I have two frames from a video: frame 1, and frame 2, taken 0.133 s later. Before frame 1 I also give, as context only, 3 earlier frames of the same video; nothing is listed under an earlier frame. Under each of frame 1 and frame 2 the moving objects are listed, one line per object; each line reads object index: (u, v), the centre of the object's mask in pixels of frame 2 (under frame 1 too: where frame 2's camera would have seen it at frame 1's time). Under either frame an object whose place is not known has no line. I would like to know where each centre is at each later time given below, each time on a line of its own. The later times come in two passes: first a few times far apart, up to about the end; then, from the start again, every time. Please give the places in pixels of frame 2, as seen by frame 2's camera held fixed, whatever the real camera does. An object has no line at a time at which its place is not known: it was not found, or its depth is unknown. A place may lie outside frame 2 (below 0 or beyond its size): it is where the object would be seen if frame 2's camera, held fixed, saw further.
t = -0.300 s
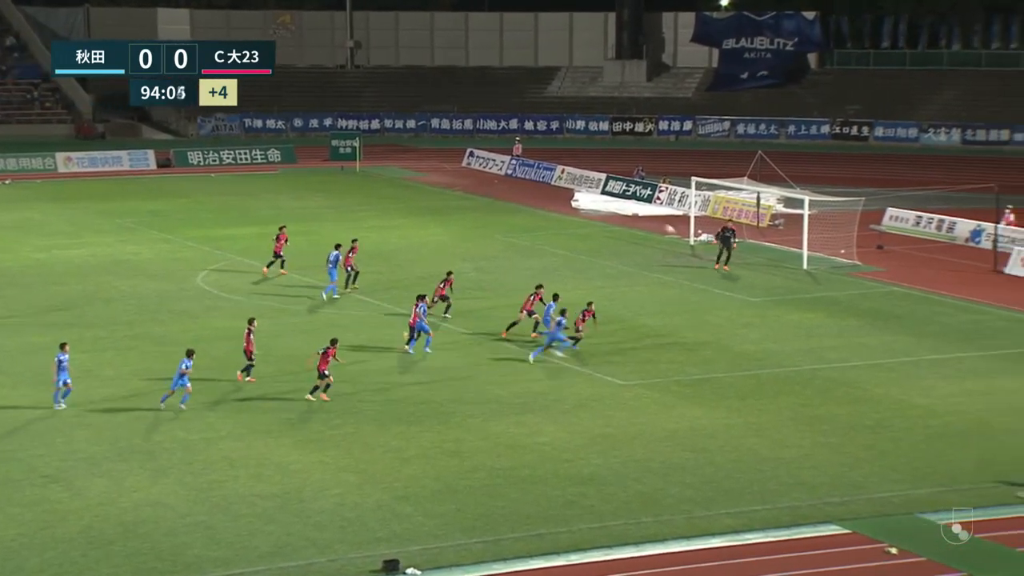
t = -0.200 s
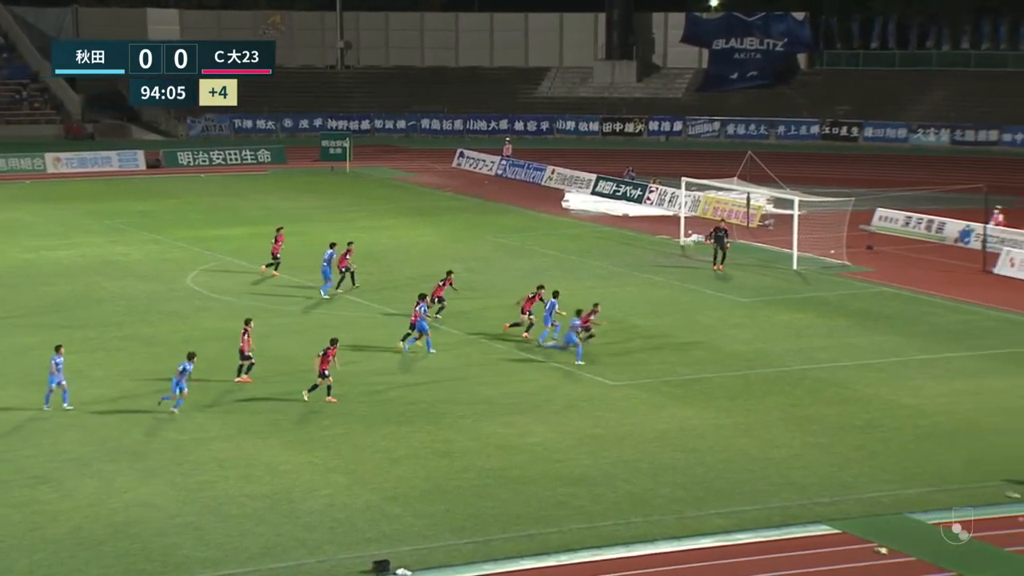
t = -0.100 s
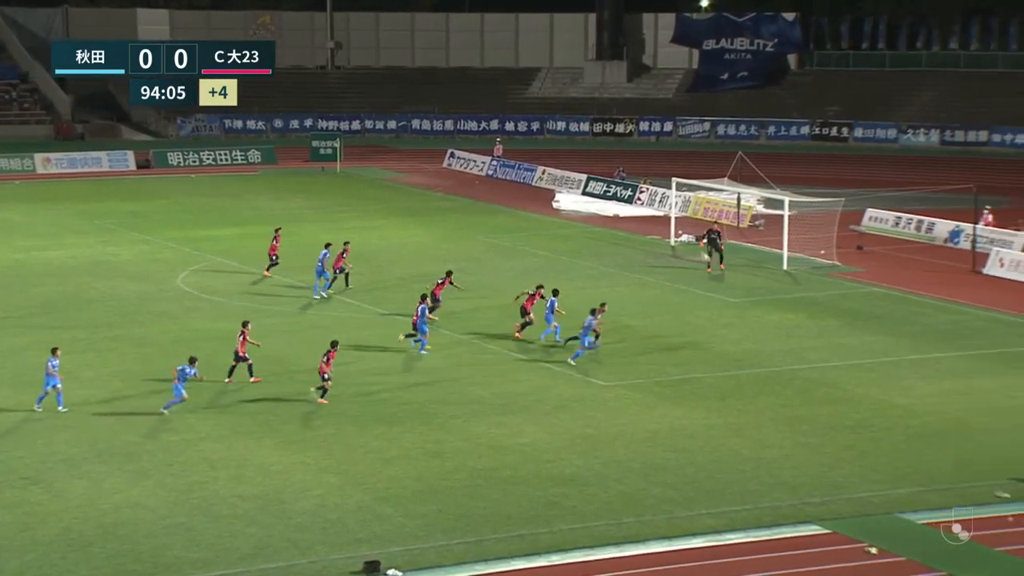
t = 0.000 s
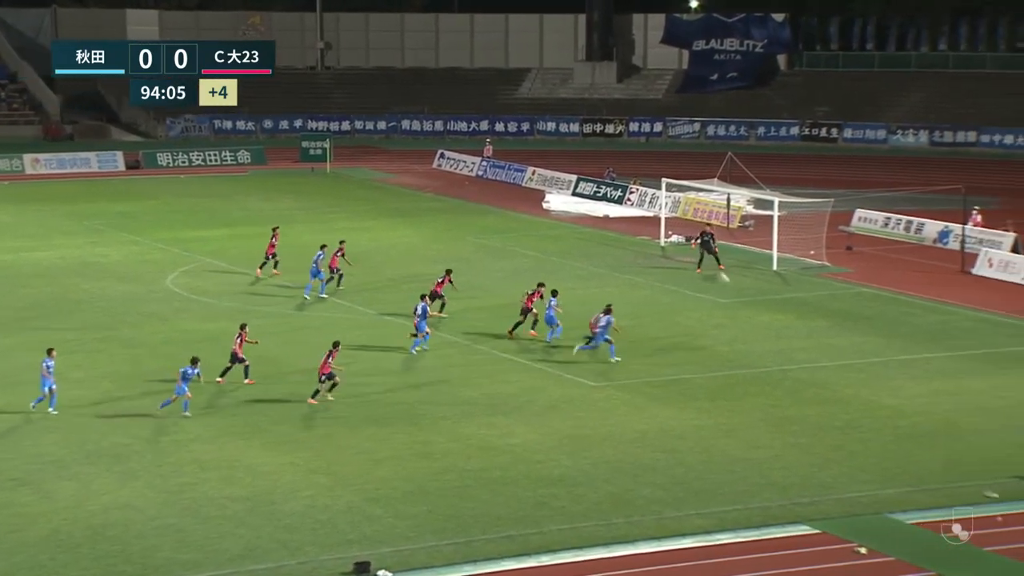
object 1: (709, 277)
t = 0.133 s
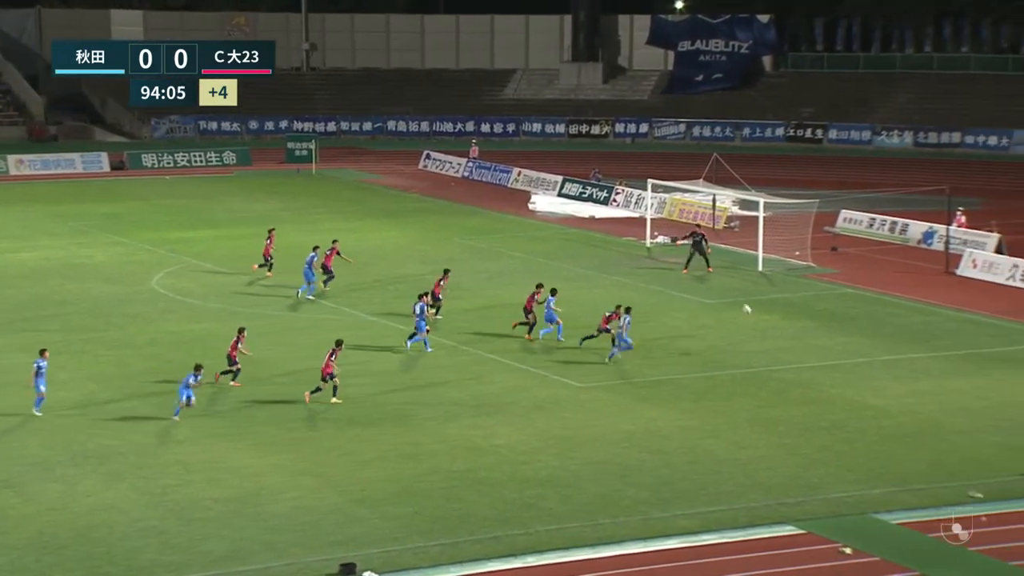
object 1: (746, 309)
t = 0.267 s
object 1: (783, 343)
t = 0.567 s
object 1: (838, 319)
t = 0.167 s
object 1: (756, 317)
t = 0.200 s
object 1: (765, 324)
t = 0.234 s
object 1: (774, 334)
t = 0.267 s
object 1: (783, 343)
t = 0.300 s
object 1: (792, 351)
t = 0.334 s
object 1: (798, 350)
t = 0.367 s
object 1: (804, 344)
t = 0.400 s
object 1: (810, 339)
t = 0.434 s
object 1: (816, 334)
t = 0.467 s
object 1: (821, 330)
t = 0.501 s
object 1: (827, 326)
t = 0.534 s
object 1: (833, 322)
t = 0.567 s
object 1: (838, 319)
